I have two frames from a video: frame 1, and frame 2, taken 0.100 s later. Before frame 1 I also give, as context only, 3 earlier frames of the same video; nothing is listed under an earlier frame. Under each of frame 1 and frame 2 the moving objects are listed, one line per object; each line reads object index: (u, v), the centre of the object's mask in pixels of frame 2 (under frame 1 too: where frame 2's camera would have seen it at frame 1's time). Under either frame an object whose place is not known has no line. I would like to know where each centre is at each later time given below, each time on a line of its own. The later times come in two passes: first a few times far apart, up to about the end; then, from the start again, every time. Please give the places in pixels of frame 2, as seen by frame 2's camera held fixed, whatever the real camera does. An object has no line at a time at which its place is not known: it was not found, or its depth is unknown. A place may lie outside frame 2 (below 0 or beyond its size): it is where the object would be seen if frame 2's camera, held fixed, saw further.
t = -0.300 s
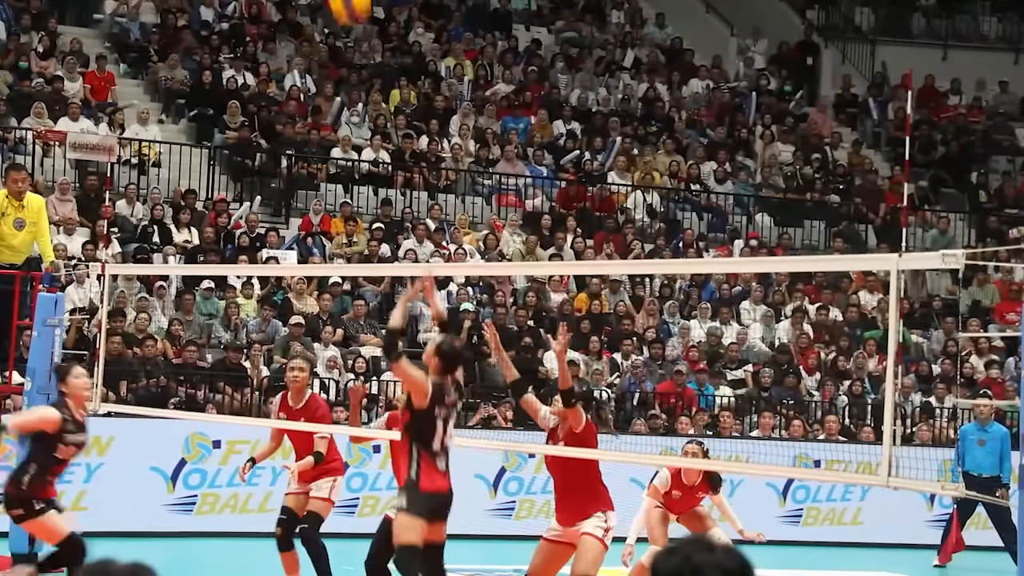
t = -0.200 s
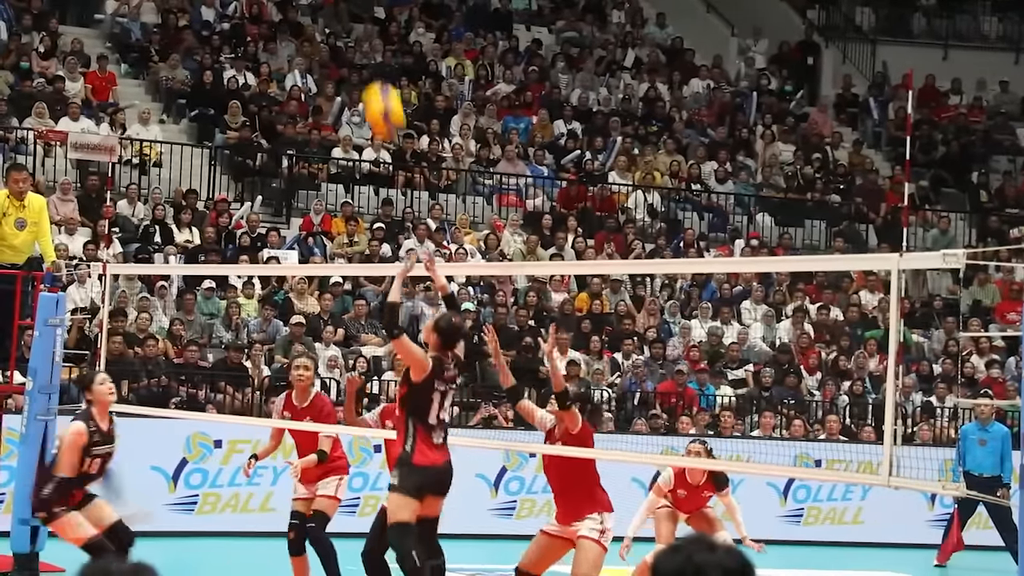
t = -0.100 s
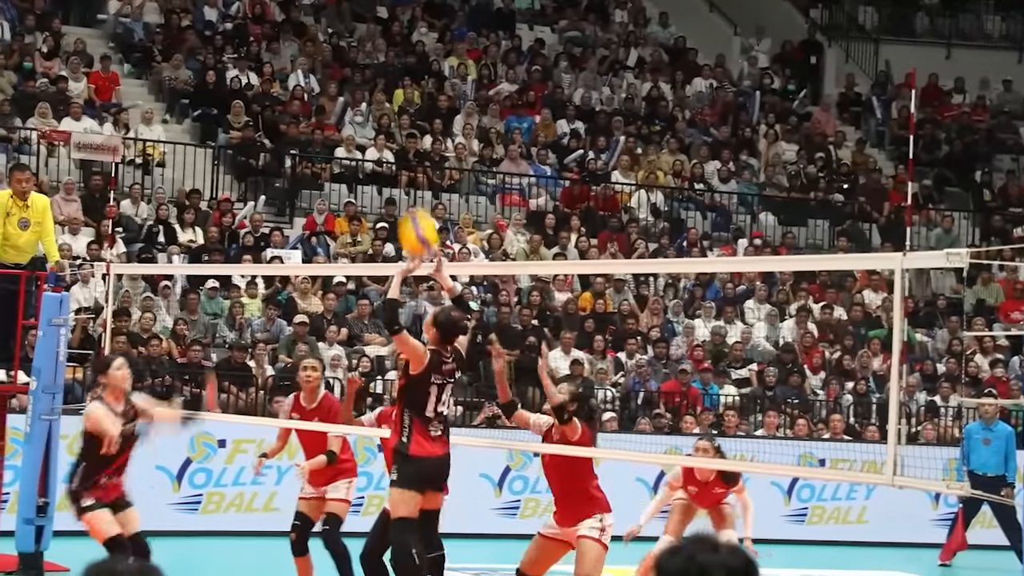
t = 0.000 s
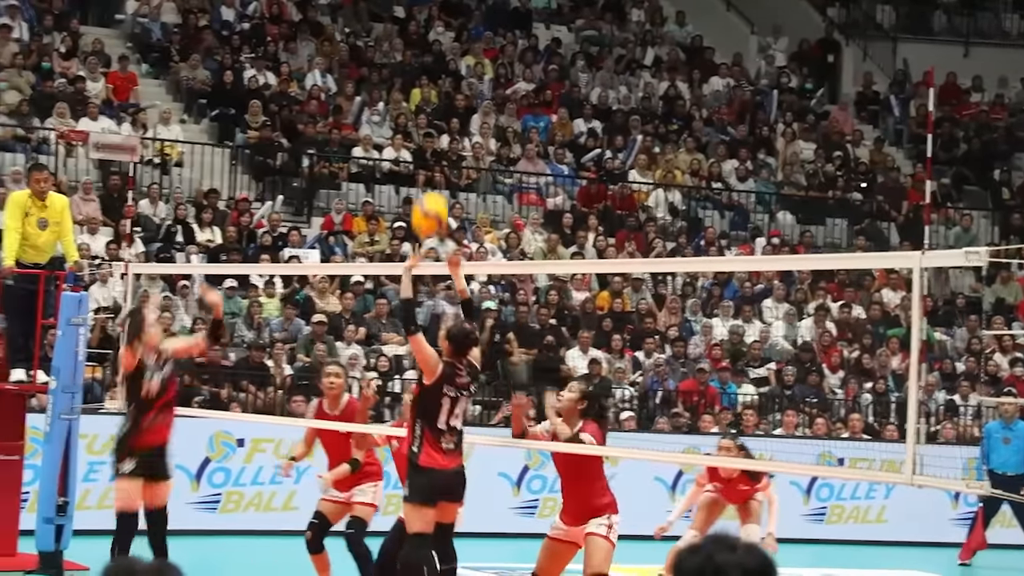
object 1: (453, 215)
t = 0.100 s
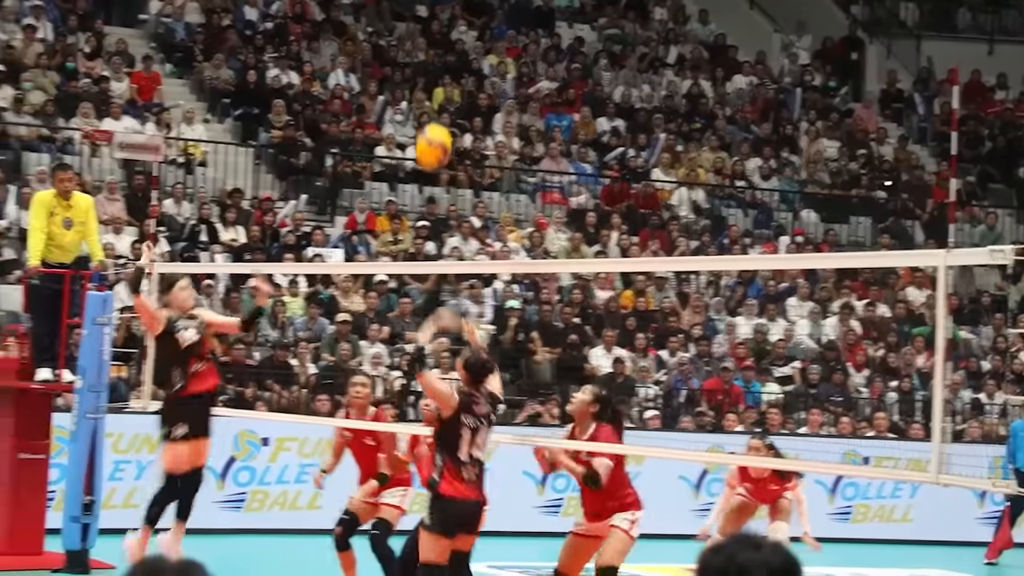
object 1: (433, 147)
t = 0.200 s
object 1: (413, 95)
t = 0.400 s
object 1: (372, 48)
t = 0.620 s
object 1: (326, 75)
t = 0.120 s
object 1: (430, 134)
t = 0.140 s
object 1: (425, 123)
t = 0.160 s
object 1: (421, 114)
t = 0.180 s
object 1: (417, 104)
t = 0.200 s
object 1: (413, 95)
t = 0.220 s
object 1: (408, 87)
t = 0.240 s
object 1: (405, 80)
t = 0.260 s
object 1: (401, 73)
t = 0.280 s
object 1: (397, 68)
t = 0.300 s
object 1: (393, 63)
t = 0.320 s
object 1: (388, 58)
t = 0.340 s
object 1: (384, 55)
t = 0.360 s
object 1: (380, 52)
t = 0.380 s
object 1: (376, 50)
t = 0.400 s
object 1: (372, 48)
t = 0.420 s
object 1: (368, 47)
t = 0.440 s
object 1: (364, 47)
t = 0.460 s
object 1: (359, 48)
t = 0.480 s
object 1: (355, 49)
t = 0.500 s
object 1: (351, 50)
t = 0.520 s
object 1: (348, 52)
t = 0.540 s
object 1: (343, 55)
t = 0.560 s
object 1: (339, 58)
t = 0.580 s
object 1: (335, 63)
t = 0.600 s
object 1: (330, 70)
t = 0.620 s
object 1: (326, 75)
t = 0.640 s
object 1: (321, 82)
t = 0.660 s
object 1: (317, 89)
